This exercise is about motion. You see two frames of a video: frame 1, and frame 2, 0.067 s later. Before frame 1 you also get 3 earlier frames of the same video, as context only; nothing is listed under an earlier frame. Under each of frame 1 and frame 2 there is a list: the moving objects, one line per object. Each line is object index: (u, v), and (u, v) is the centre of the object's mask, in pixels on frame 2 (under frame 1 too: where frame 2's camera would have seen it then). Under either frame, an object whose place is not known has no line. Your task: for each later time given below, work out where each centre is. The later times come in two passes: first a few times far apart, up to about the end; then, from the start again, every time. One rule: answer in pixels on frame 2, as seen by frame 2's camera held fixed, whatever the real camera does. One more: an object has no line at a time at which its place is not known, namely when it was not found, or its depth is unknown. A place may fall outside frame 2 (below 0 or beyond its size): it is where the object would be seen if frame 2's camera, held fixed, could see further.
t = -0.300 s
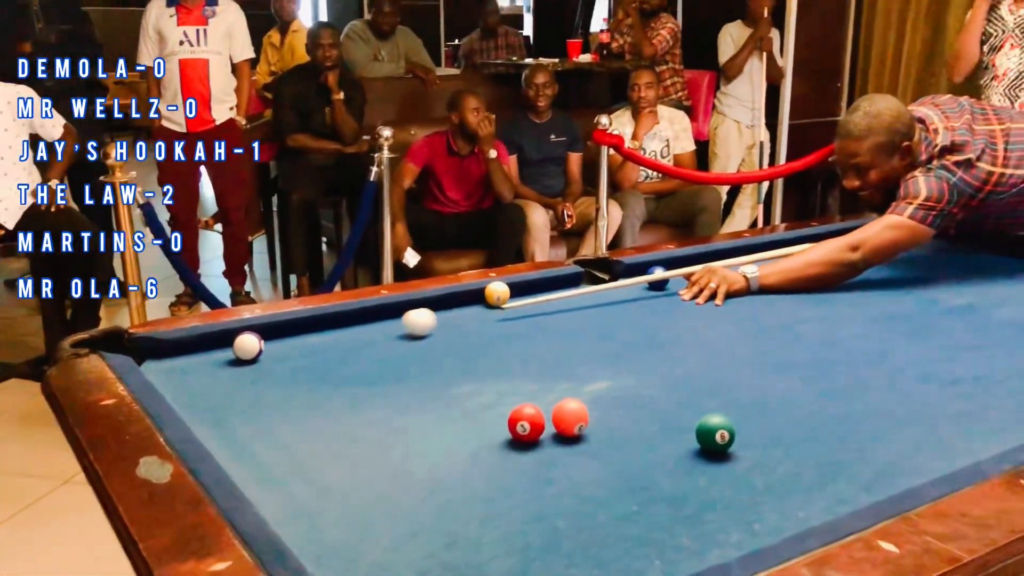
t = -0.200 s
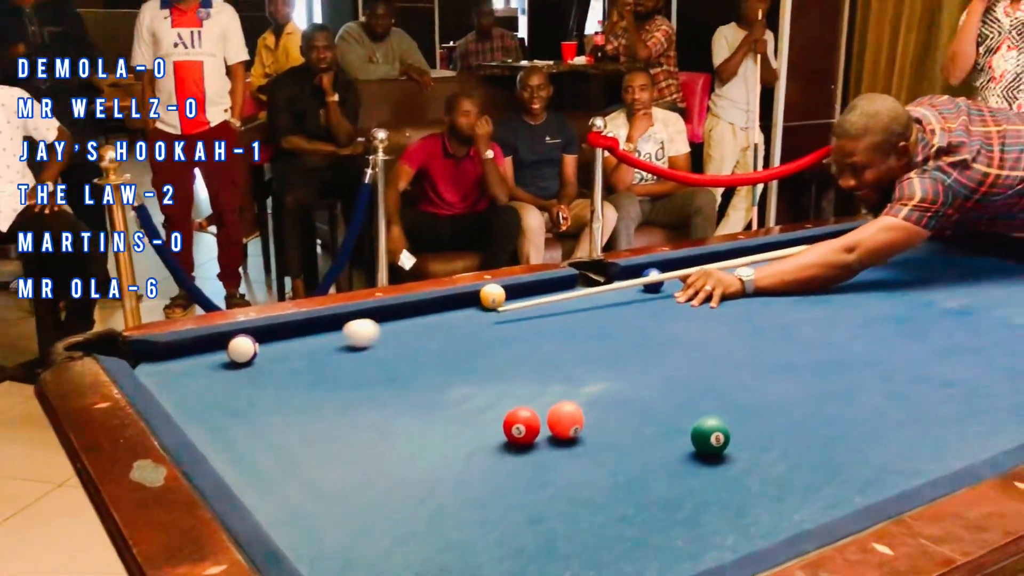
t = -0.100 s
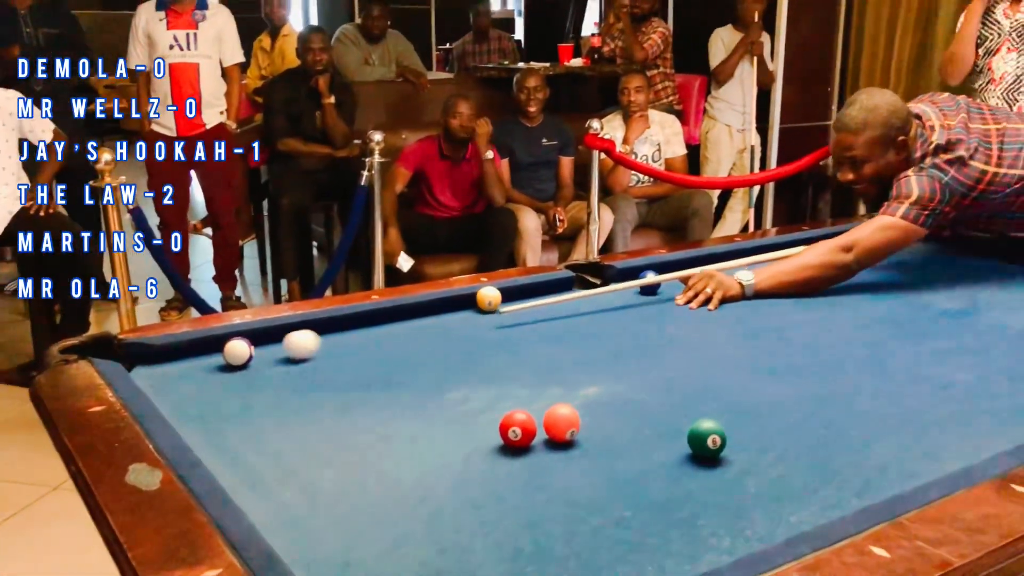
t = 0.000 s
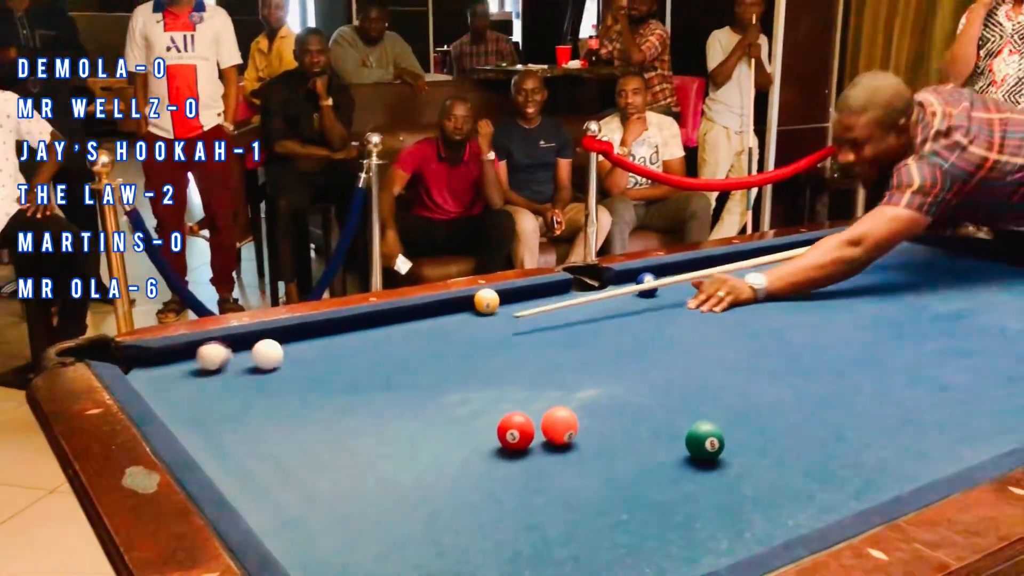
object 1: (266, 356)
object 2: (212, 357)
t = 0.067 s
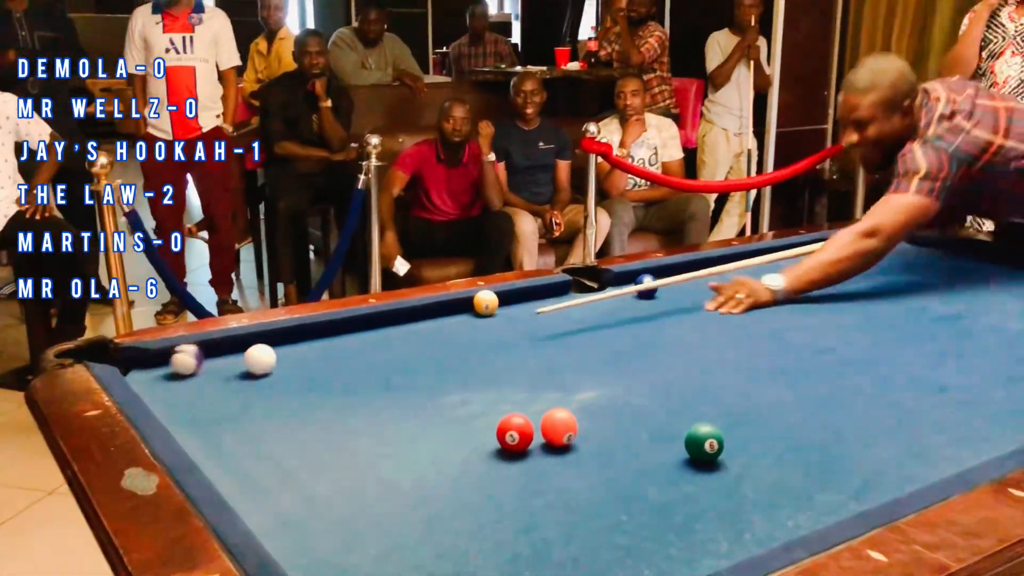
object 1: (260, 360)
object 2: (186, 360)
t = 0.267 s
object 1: (235, 371)
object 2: (117, 362)
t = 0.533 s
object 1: (204, 384)
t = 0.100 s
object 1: (256, 362)
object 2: (174, 361)
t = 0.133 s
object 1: (252, 363)
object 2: (163, 362)
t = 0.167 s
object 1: (247, 365)
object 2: (152, 363)
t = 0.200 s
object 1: (244, 367)
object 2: (140, 363)
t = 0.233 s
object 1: (239, 369)
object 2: (128, 362)
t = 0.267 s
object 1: (235, 371)
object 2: (117, 362)
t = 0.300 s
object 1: (232, 372)
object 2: (107, 363)
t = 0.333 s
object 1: (227, 374)
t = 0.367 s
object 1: (223, 376)
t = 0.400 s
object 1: (219, 378)
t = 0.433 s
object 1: (216, 379)
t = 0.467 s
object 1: (212, 381)
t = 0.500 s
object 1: (208, 382)
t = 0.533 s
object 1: (204, 384)
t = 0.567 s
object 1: (200, 386)
